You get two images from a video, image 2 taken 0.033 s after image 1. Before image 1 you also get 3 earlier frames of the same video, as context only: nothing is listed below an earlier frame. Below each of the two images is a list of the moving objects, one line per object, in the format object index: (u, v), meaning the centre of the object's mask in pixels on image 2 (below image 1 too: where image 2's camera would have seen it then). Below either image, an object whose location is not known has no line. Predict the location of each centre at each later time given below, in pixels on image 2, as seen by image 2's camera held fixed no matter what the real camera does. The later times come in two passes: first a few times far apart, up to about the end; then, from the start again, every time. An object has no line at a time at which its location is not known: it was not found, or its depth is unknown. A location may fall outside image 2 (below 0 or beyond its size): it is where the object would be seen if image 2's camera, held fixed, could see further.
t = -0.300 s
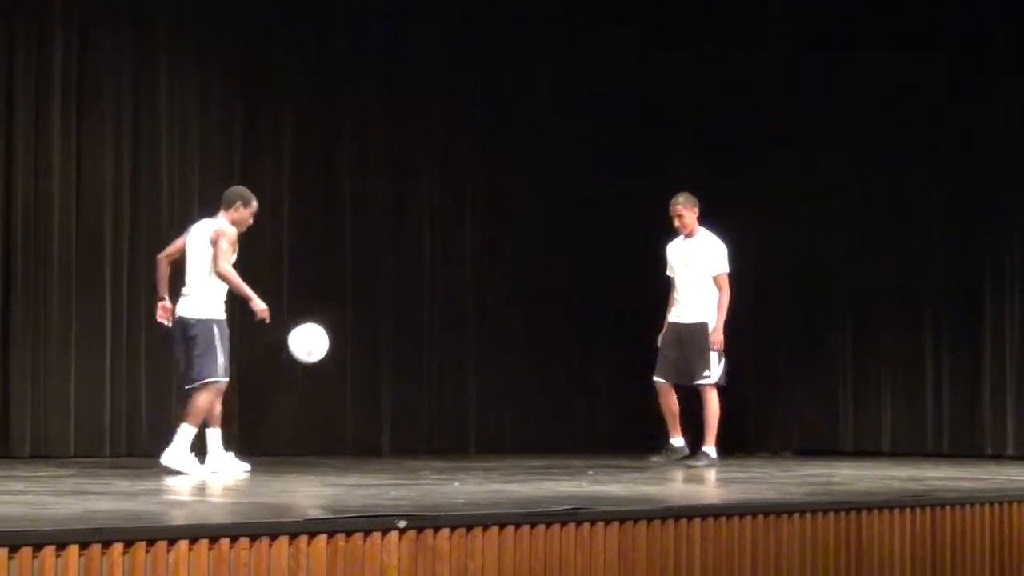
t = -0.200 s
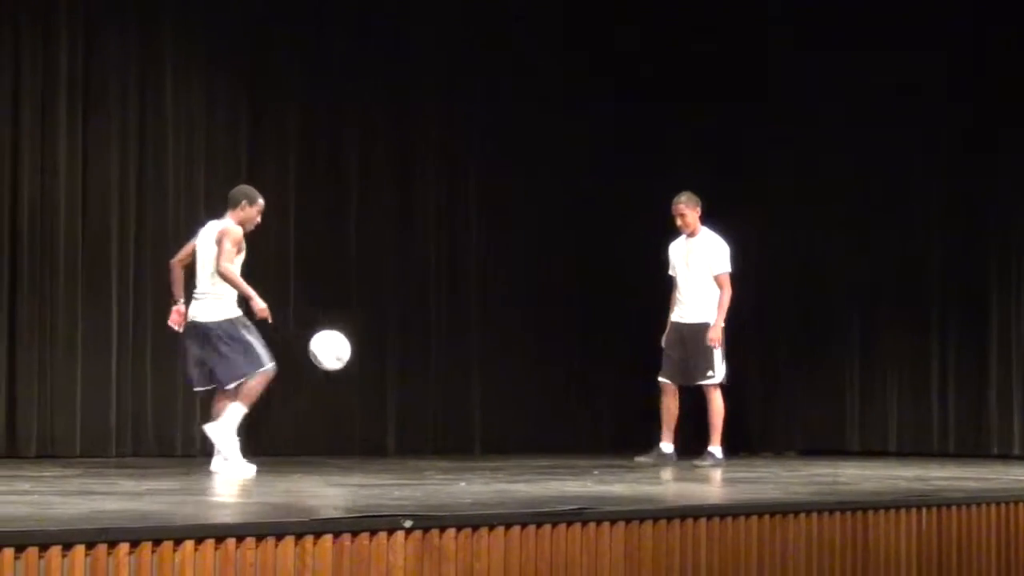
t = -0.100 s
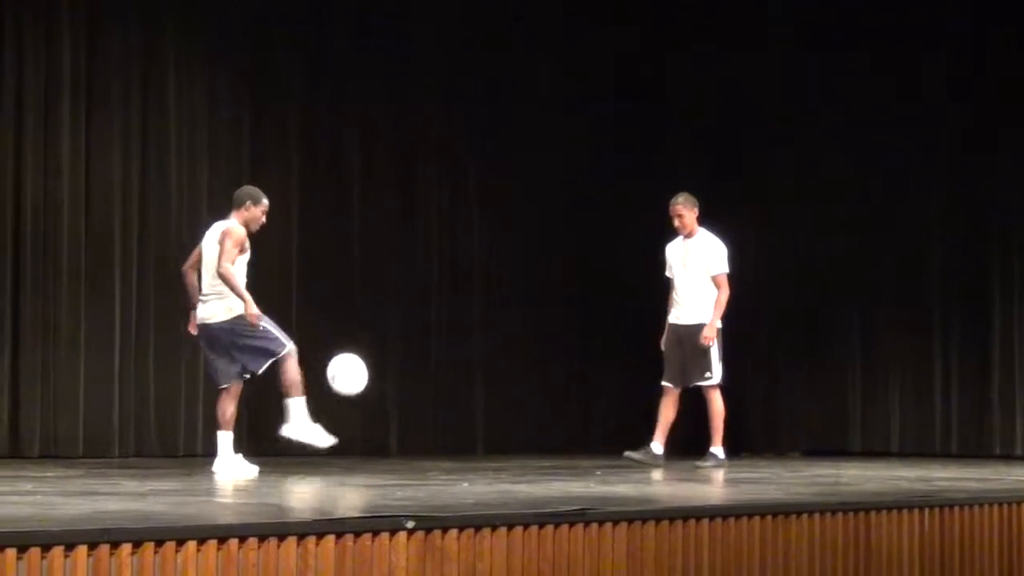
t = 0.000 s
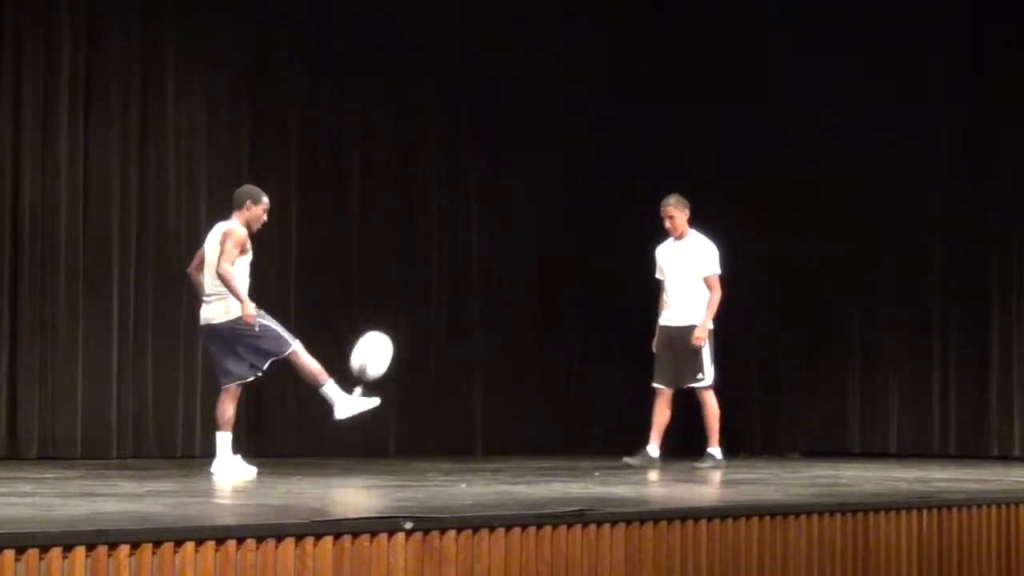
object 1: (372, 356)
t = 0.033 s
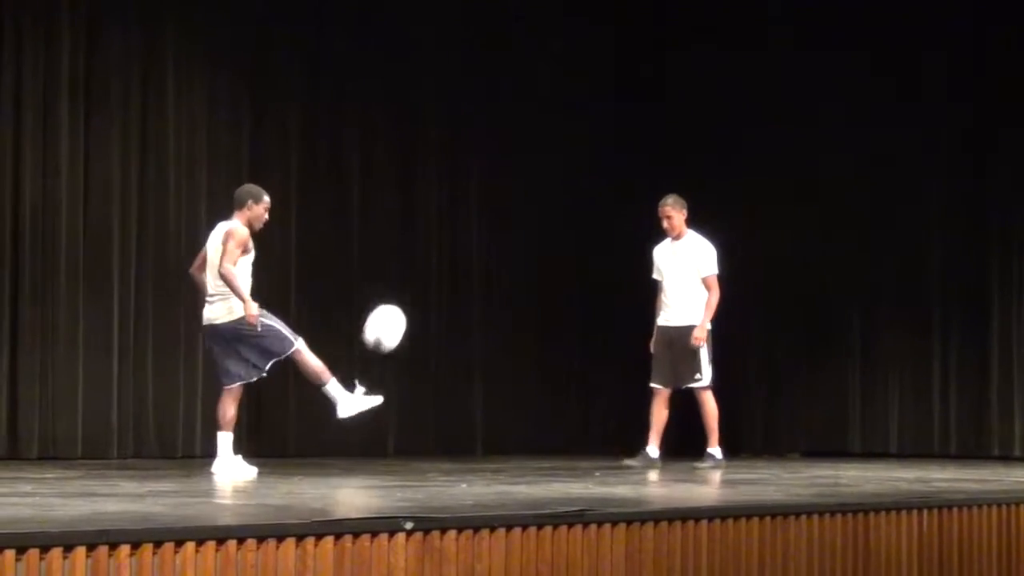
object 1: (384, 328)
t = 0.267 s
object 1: (467, 195)
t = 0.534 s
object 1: (552, 158)
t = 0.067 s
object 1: (397, 303)
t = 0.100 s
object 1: (409, 280)
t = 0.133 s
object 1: (421, 258)
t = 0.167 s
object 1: (433, 239)
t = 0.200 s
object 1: (445, 222)
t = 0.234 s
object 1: (456, 208)
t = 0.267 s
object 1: (467, 195)
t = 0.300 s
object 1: (479, 183)
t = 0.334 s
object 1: (489, 174)
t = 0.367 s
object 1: (501, 167)
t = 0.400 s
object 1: (511, 162)
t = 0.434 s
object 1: (521, 158)
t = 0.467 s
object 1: (532, 156)
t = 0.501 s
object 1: (542, 156)
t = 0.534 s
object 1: (552, 158)
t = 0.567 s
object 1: (562, 162)
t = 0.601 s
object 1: (573, 167)
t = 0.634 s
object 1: (583, 174)
